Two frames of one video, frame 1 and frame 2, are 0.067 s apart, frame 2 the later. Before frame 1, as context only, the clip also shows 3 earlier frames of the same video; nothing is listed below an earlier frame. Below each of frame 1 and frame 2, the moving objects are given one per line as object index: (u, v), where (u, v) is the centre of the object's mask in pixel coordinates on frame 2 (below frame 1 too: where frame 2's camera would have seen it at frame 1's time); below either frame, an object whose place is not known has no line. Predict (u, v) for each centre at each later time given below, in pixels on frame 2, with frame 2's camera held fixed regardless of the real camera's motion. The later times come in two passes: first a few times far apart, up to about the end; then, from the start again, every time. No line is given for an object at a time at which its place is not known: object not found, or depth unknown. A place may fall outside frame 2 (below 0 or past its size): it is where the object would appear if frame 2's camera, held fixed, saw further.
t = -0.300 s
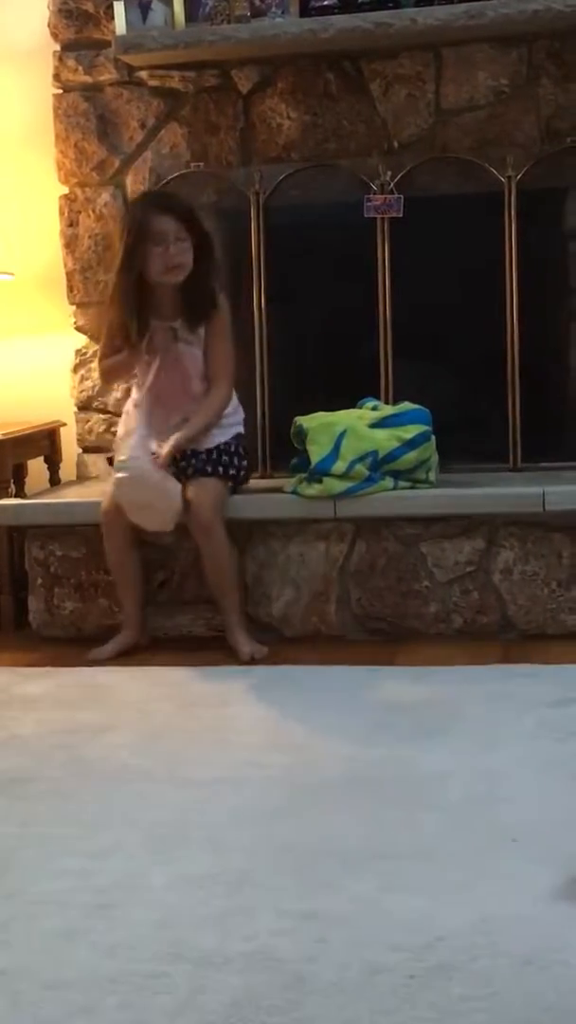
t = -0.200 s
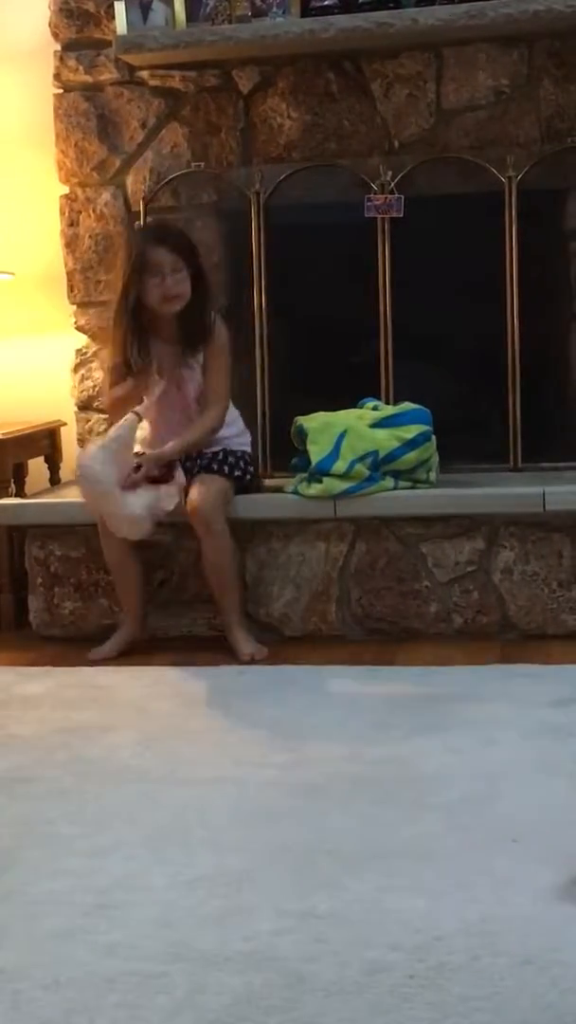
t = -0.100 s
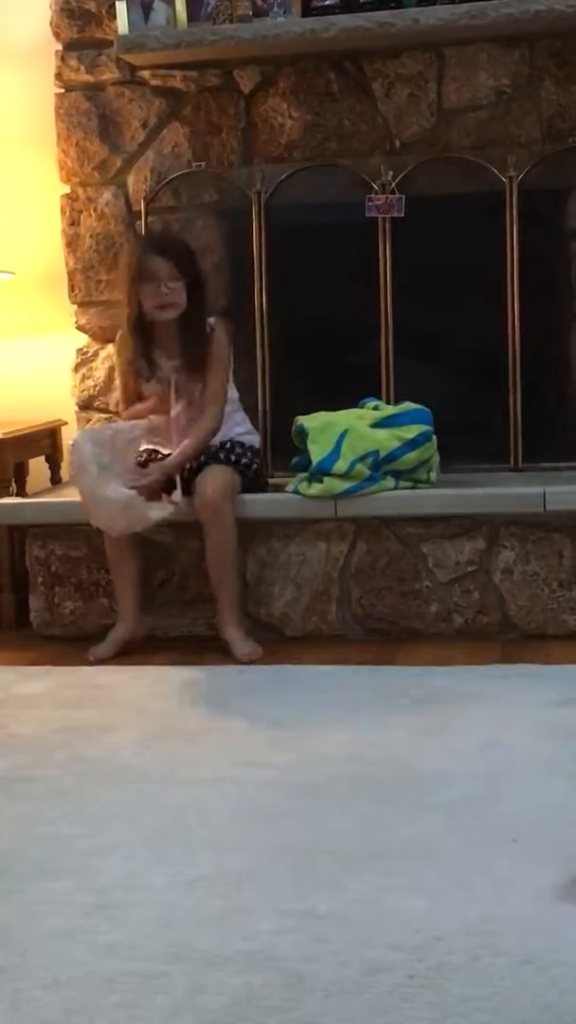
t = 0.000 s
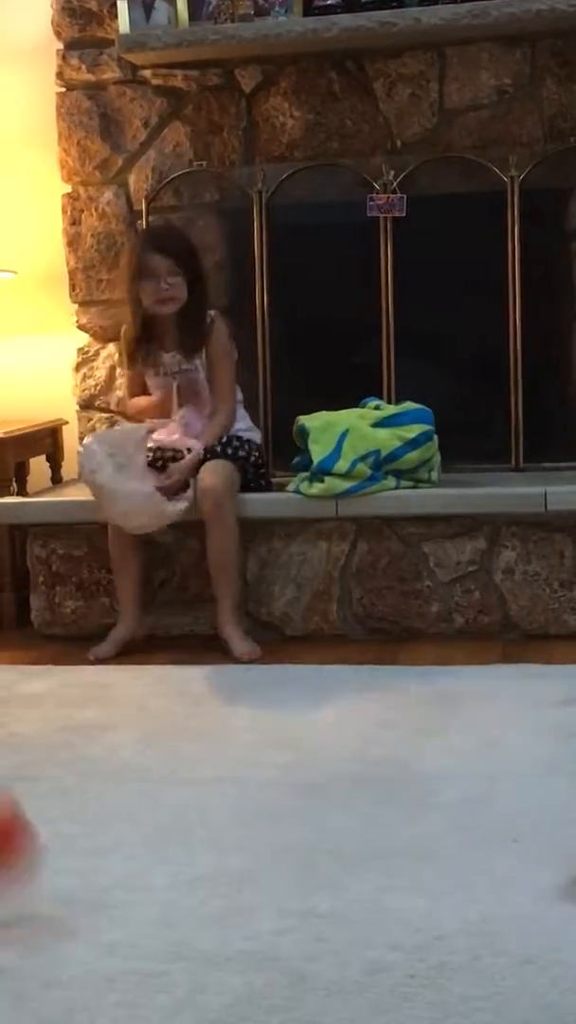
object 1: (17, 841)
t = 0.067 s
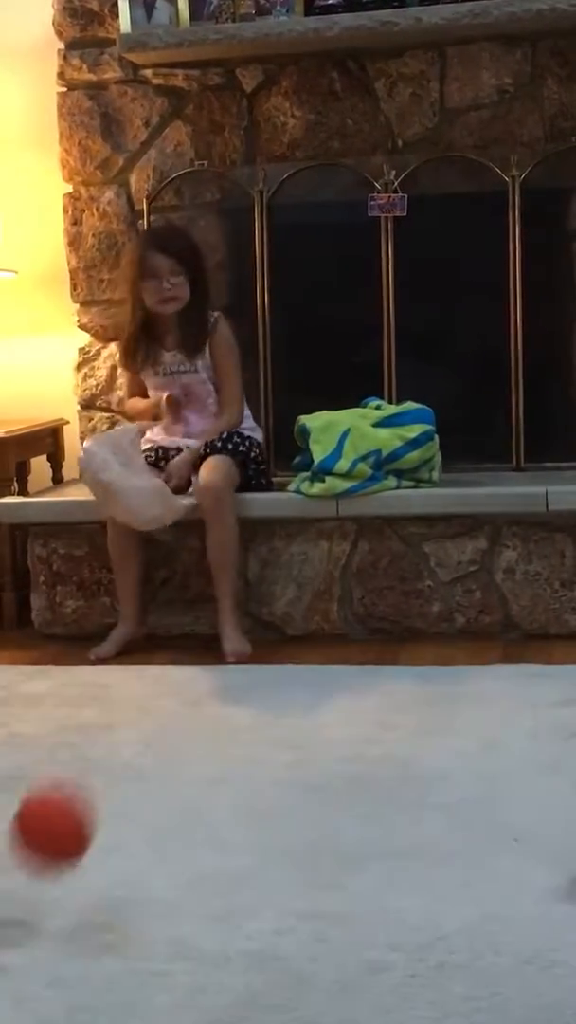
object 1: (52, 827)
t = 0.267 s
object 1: (200, 688)
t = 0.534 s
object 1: (428, 893)
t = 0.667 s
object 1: (540, 818)
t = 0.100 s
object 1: (75, 786)
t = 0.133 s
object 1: (98, 752)
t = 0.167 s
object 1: (123, 723)
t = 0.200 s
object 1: (149, 704)
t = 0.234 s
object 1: (173, 692)
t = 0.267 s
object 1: (200, 688)
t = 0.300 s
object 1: (226, 692)
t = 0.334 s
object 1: (252, 704)
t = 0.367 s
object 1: (280, 725)
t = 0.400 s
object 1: (308, 753)
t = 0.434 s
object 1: (337, 790)
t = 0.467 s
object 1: (368, 837)
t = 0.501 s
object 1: (398, 894)
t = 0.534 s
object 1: (428, 893)
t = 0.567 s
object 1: (458, 858)
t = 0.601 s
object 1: (488, 837)
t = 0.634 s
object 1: (519, 823)
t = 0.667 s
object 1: (540, 818)
